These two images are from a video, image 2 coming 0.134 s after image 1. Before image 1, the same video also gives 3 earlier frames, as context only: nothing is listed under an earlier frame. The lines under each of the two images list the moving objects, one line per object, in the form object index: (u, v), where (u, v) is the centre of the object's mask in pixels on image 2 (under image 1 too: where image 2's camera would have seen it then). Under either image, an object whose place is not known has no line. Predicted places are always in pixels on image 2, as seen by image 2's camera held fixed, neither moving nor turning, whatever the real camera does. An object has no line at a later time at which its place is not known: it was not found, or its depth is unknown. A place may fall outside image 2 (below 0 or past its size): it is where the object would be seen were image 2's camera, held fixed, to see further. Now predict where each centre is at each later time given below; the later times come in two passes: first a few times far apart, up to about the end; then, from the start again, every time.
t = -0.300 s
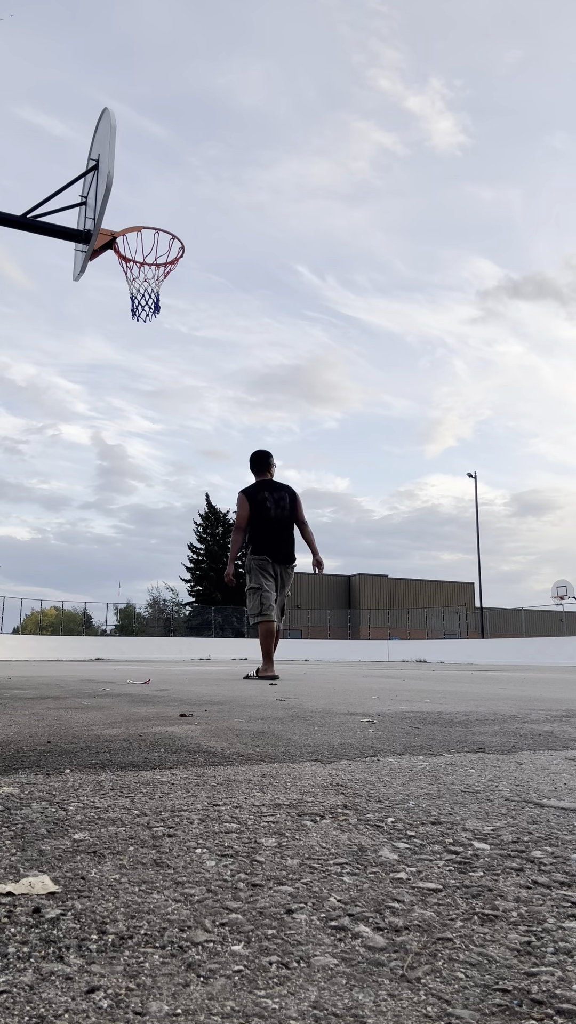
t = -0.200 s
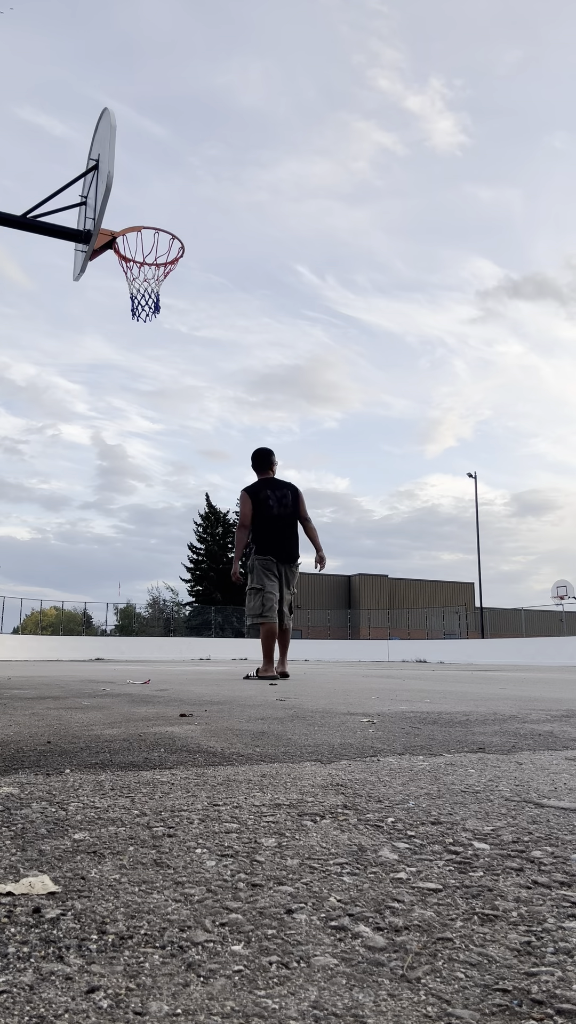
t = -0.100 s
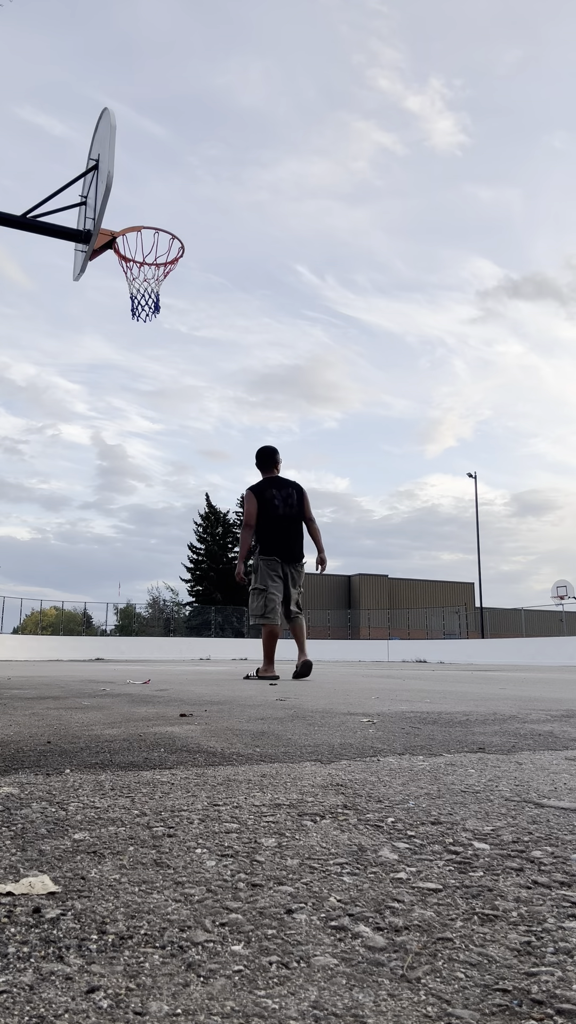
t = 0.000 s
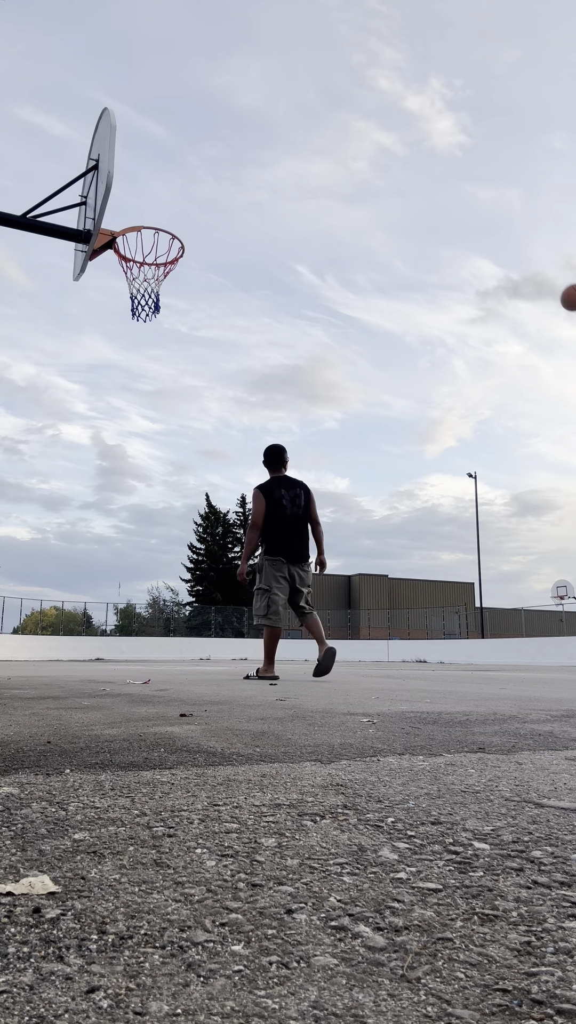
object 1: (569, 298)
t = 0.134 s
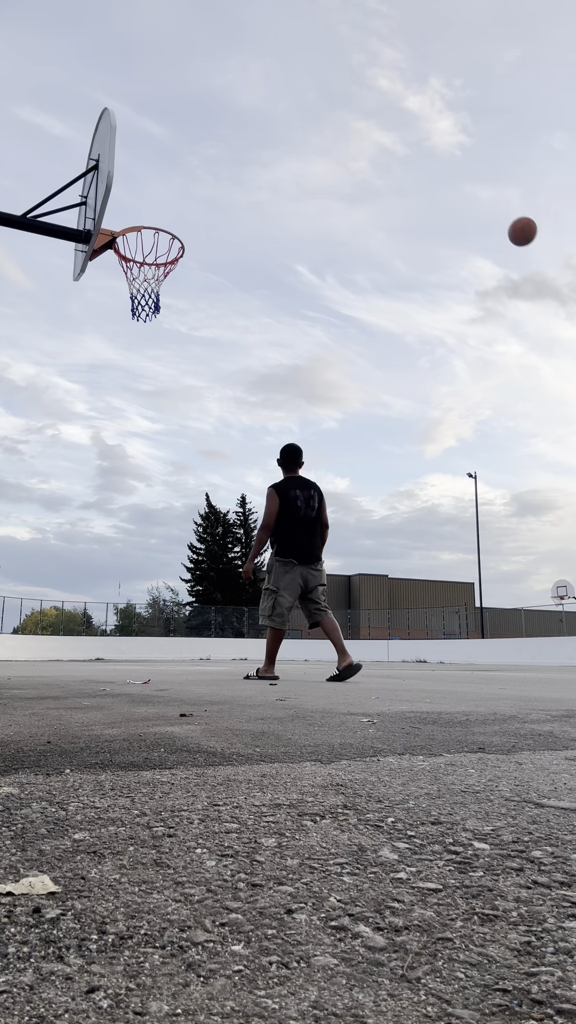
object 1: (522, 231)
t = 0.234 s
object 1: (482, 193)
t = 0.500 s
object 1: (370, 136)
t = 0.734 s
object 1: (259, 149)
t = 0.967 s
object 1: (141, 200)
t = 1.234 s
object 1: (151, 159)
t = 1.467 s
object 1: (192, 205)
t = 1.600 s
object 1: (214, 261)
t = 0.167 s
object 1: (509, 218)
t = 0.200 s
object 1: (496, 205)
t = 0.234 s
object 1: (482, 193)
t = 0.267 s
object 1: (469, 182)
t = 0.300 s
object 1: (455, 172)
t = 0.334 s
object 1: (441, 163)
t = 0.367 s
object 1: (428, 155)
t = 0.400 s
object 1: (414, 148)
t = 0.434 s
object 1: (399, 143)
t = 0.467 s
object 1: (385, 139)
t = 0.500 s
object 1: (370, 136)
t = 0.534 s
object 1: (356, 134)
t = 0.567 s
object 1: (340, 133)
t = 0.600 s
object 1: (325, 134)
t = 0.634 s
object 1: (309, 135)
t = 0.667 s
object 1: (293, 139)
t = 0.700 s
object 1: (276, 143)
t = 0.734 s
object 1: (259, 149)
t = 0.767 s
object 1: (242, 157)
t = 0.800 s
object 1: (224, 166)
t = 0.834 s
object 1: (205, 176)
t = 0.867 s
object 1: (186, 189)
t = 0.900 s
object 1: (167, 203)
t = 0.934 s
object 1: (150, 213)
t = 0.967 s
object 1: (141, 200)
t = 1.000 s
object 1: (132, 188)
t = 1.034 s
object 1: (126, 178)
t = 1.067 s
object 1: (124, 170)
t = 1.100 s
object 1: (128, 165)
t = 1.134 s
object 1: (132, 161)
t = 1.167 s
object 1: (139, 159)
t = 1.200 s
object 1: (145, 158)
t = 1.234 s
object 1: (151, 159)
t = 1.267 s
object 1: (157, 161)
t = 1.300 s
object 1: (163, 165)
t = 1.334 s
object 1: (169, 170)
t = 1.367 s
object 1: (175, 177)
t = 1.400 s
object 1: (181, 185)
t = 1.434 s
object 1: (186, 194)
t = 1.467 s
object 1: (192, 205)
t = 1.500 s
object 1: (197, 217)
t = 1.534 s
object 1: (203, 230)
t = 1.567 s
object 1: (208, 245)
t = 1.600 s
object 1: (214, 261)
